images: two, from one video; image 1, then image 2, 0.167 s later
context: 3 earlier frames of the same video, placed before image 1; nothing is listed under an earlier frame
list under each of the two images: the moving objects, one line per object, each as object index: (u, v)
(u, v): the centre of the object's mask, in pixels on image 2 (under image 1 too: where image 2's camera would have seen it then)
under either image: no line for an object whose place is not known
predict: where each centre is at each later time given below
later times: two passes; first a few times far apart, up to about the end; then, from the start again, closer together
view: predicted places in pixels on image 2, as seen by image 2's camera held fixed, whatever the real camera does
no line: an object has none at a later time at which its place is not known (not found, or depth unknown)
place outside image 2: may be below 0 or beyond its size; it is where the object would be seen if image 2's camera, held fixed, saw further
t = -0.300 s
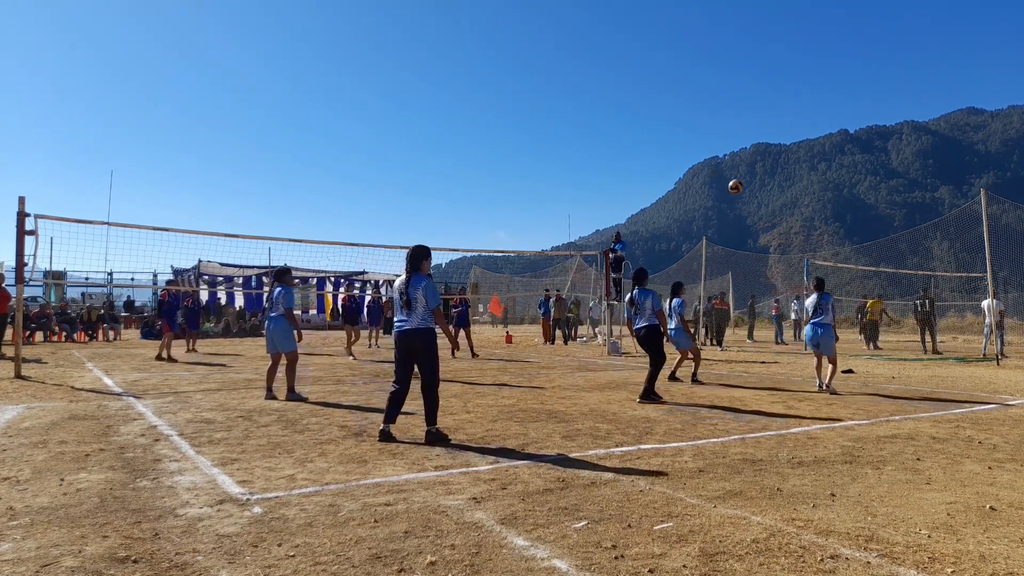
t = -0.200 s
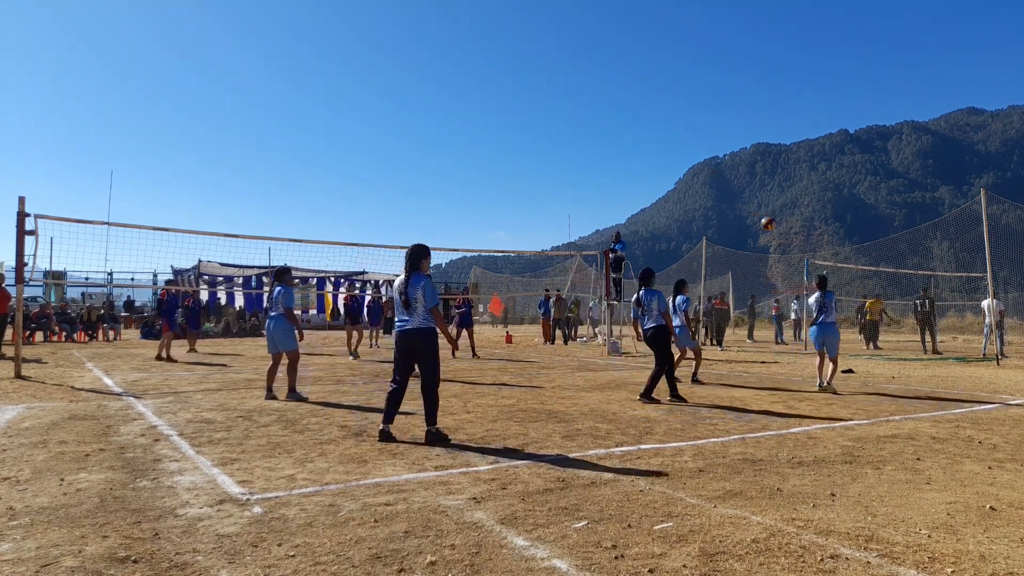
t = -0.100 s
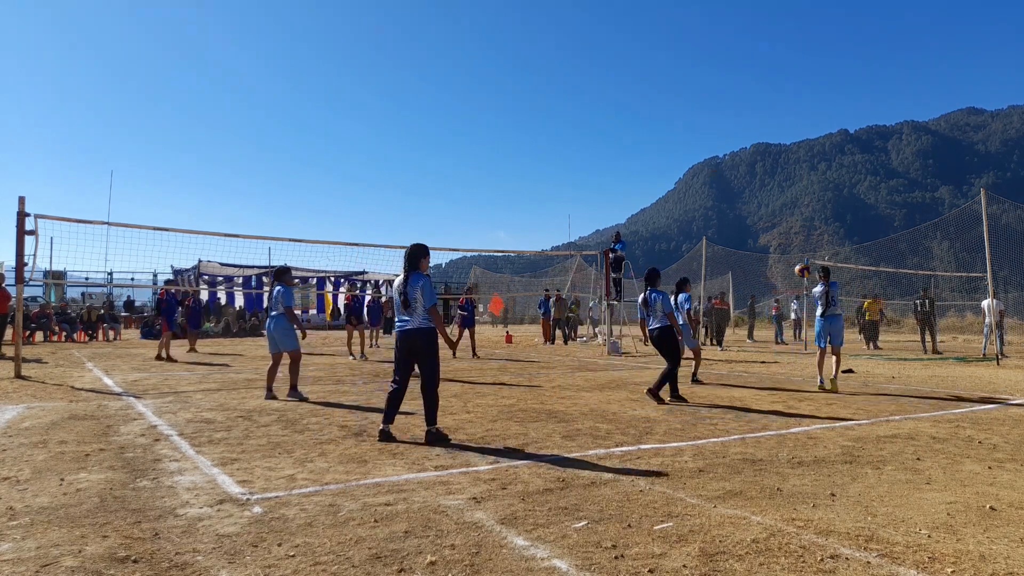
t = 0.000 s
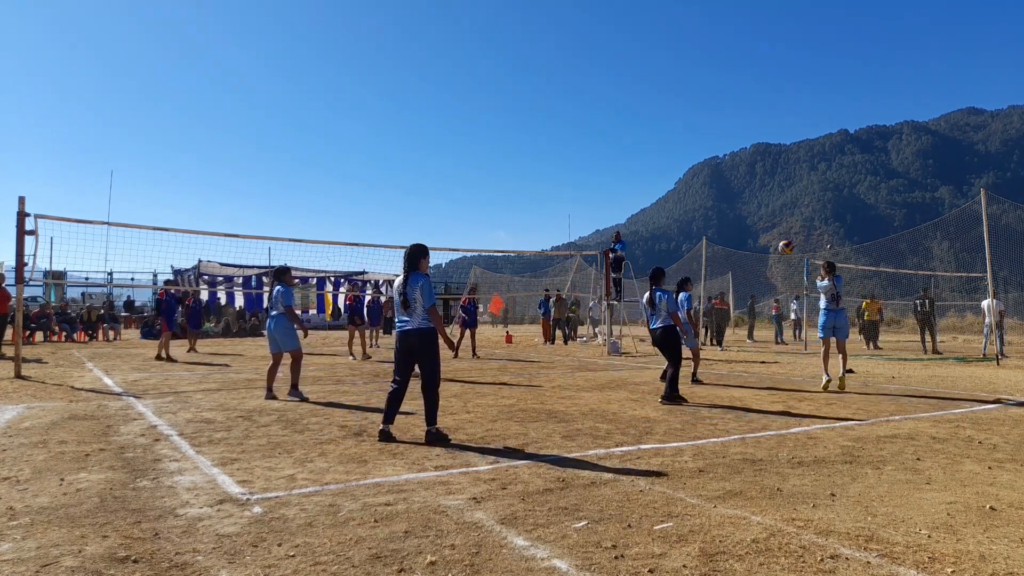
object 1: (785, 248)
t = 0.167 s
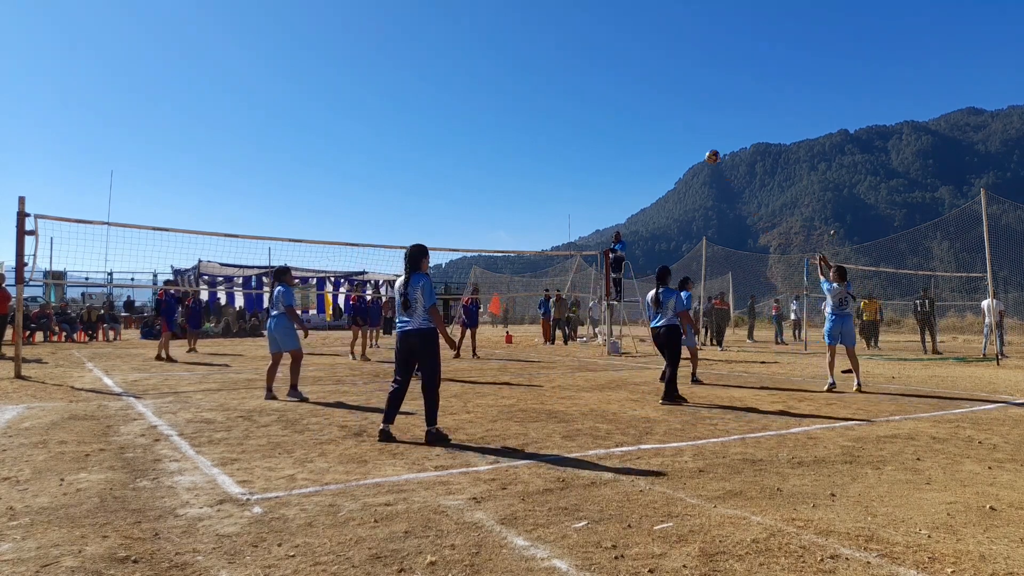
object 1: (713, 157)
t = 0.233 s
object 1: (684, 128)
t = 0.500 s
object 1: (583, 48)
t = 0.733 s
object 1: (503, 20)
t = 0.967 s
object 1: (432, 25)
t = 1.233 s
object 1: (358, 65)
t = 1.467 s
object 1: (298, 125)
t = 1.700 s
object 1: (243, 207)
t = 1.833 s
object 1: (214, 262)
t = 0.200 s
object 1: (698, 142)
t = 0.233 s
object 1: (684, 128)
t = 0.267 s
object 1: (671, 114)
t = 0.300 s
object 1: (658, 102)
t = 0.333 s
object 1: (645, 91)
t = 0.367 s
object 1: (632, 81)
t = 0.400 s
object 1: (619, 72)
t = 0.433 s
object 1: (607, 63)
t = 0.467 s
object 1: (595, 55)
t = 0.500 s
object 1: (583, 48)
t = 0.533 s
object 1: (571, 42)
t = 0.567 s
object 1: (559, 36)
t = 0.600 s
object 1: (548, 32)
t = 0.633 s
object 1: (536, 28)
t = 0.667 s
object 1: (525, 24)
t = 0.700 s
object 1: (514, 22)
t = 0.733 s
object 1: (503, 20)
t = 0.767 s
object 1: (492, 19)
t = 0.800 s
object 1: (482, 18)
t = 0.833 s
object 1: (472, 18)
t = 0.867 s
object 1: (461, 19)
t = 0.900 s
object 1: (452, 20)
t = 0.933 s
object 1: (441, 22)
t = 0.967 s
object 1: (432, 25)
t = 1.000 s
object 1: (422, 28)
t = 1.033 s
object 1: (412, 32)
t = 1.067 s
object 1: (403, 36)
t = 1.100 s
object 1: (394, 40)
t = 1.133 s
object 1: (384, 46)
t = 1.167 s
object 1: (375, 52)
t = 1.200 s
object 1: (366, 58)
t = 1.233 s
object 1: (358, 65)
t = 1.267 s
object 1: (349, 72)
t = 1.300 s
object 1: (340, 80)
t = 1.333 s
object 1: (332, 88)
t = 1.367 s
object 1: (323, 97)
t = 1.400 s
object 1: (315, 106)
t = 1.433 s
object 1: (306, 115)
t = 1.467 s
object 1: (298, 125)
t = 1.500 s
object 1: (290, 136)
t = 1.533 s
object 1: (282, 147)
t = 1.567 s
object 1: (274, 158)
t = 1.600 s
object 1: (266, 169)
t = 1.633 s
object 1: (259, 182)
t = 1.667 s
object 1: (251, 194)
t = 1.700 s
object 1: (243, 207)
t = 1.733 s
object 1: (236, 220)
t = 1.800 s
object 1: (221, 248)
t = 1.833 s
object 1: (214, 262)
